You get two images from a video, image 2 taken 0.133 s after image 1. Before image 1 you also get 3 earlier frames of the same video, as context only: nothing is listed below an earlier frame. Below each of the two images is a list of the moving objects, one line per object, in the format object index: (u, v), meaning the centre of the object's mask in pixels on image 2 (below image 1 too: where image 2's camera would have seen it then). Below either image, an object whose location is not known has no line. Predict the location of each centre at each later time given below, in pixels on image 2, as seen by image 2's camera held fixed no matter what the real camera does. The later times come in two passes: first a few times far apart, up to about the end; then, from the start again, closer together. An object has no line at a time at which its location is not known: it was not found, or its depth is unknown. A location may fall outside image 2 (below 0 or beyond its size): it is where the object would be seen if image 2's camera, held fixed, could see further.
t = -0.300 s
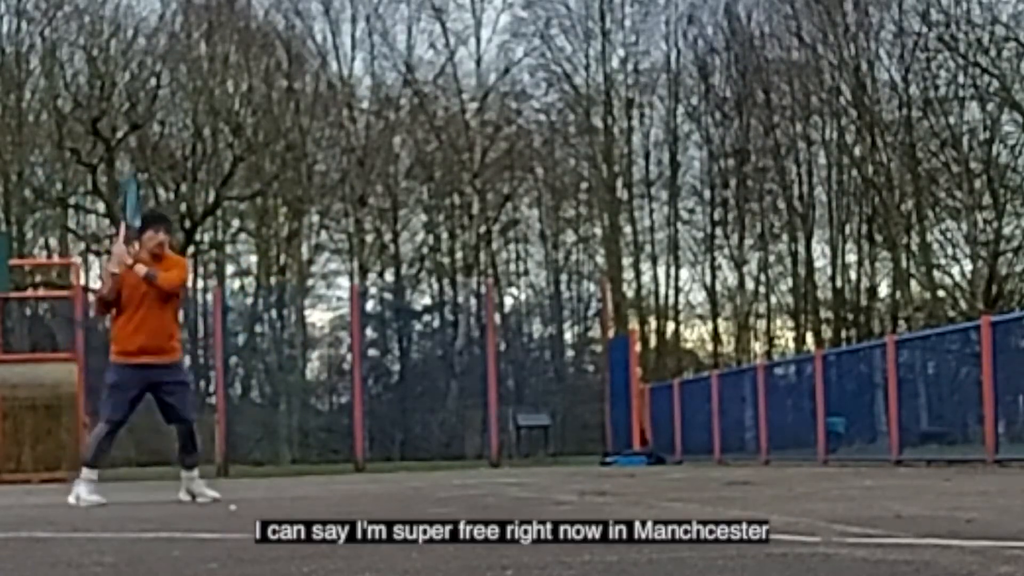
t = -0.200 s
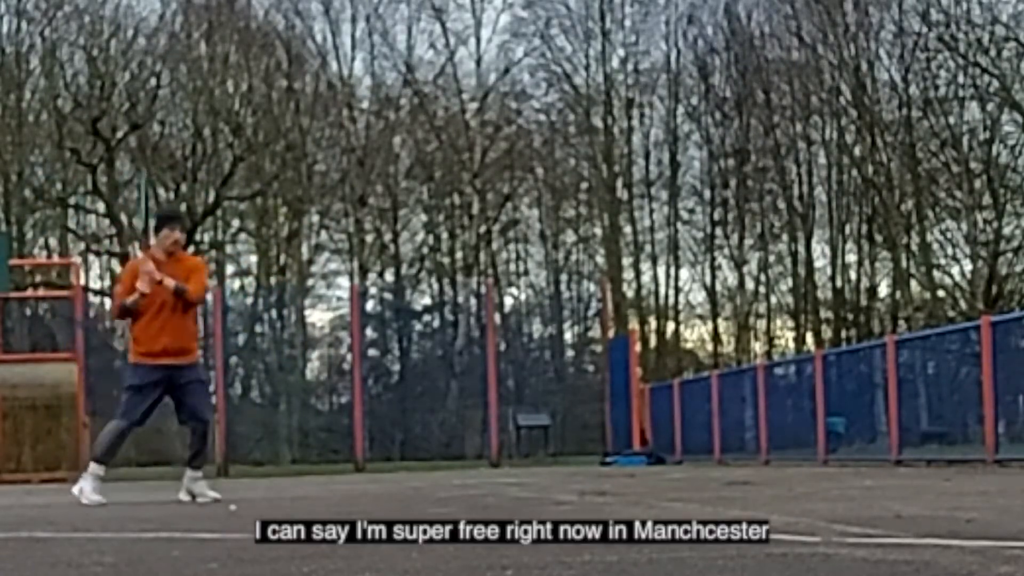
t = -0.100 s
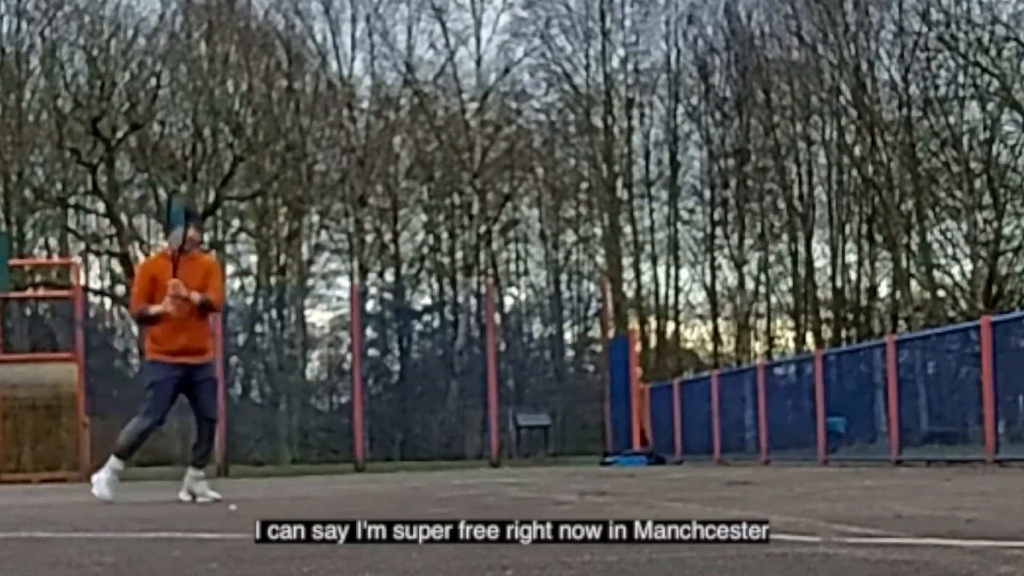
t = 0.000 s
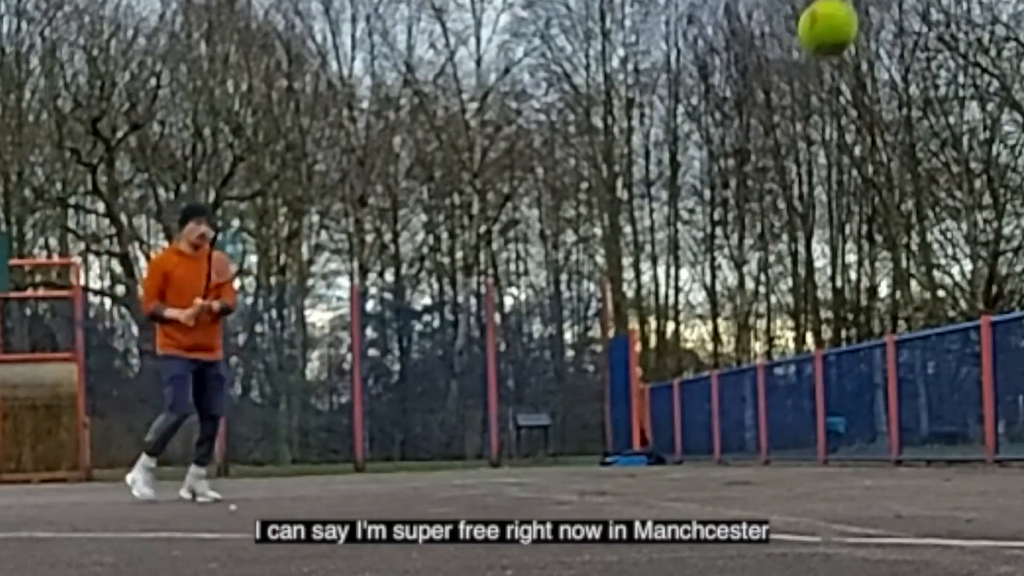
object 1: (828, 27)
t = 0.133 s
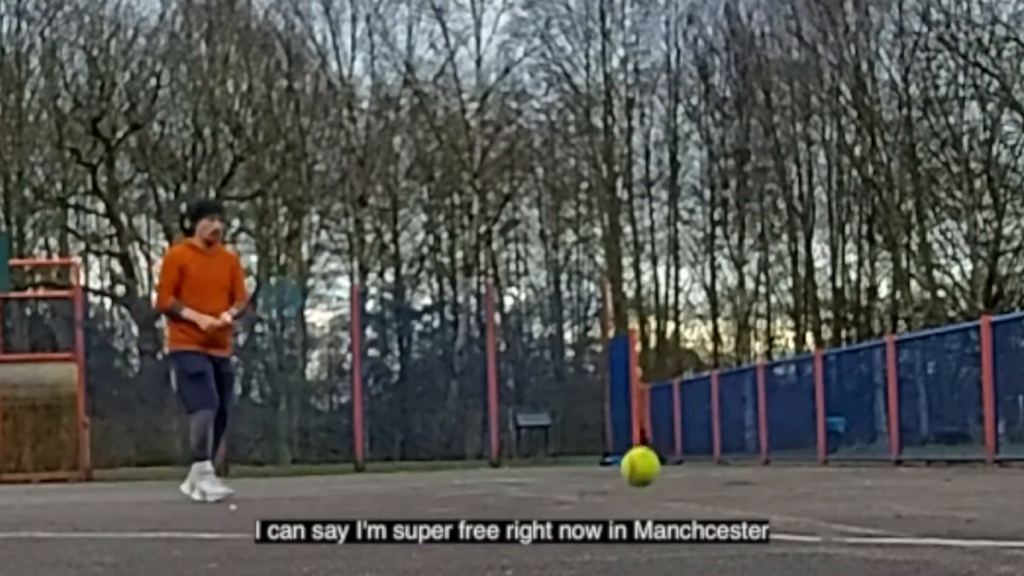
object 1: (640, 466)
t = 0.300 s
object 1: (542, 341)
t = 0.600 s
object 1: (453, 228)
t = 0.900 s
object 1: (408, 396)
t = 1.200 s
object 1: (379, 402)
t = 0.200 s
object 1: (592, 499)
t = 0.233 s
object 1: (574, 437)
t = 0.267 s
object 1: (558, 383)
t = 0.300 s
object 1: (542, 341)
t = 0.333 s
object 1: (529, 306)
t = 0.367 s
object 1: (516, 278)
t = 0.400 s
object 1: (505, 255)
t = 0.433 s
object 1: (495, 240)
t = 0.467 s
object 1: (485, 229)
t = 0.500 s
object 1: (477, 223)
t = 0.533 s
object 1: (468, 222)
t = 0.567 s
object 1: (460, 223)
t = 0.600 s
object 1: (453, 228)
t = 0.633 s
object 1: (447, 237)
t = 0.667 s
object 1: (441, 249)
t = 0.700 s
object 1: (435, 263)
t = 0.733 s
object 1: (430, 280)
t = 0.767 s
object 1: (424, 299)
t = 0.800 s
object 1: (420, 321)
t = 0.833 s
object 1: (416, 344)
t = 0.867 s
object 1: (412, 369)
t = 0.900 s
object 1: (408, 396)
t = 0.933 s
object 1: (404, 425)
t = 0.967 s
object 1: (401, 454)
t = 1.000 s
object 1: (399, 486)
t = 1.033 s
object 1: (395, 490)
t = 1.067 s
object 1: (392, 466)
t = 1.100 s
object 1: (388, 446)
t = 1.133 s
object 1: (385, 429)
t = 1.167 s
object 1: (382, 414)
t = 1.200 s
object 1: (379, 402)
